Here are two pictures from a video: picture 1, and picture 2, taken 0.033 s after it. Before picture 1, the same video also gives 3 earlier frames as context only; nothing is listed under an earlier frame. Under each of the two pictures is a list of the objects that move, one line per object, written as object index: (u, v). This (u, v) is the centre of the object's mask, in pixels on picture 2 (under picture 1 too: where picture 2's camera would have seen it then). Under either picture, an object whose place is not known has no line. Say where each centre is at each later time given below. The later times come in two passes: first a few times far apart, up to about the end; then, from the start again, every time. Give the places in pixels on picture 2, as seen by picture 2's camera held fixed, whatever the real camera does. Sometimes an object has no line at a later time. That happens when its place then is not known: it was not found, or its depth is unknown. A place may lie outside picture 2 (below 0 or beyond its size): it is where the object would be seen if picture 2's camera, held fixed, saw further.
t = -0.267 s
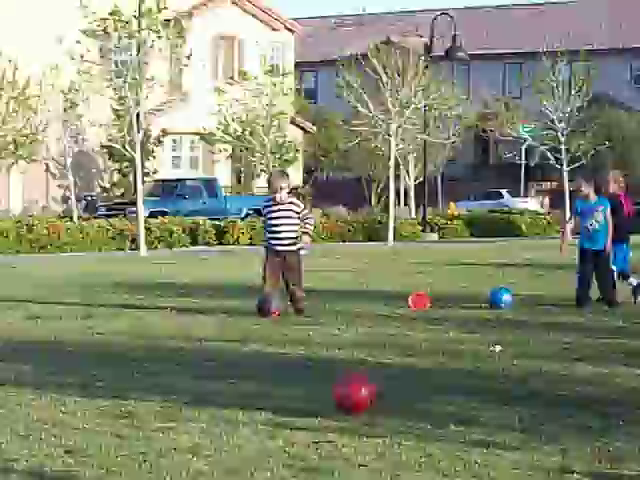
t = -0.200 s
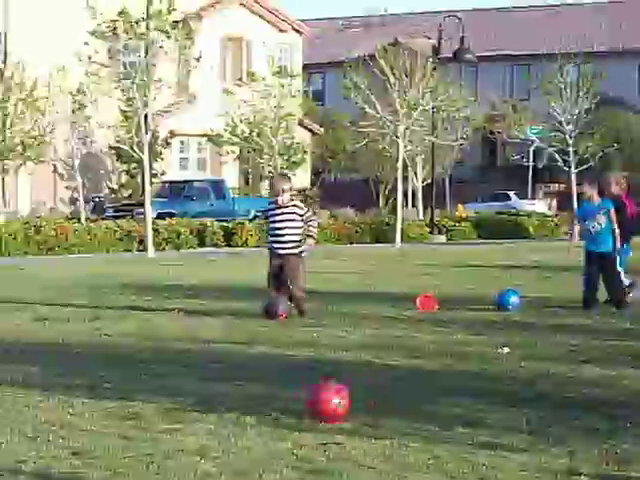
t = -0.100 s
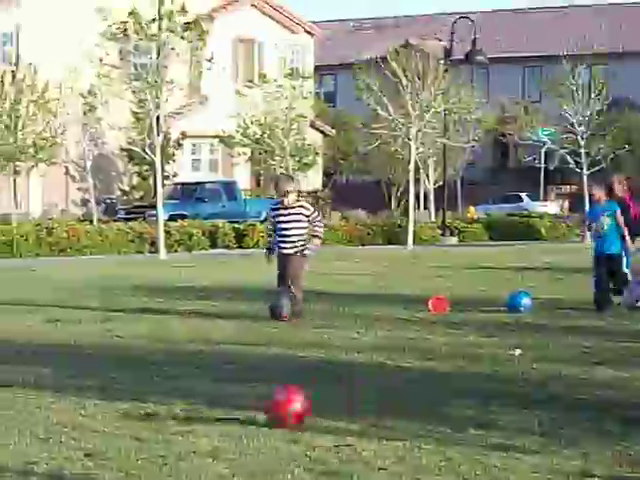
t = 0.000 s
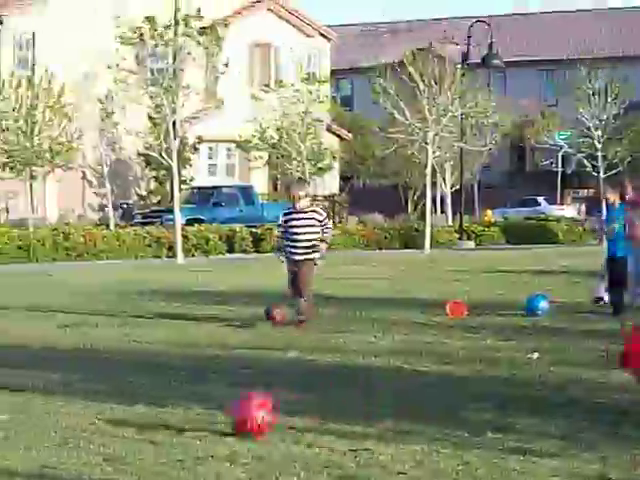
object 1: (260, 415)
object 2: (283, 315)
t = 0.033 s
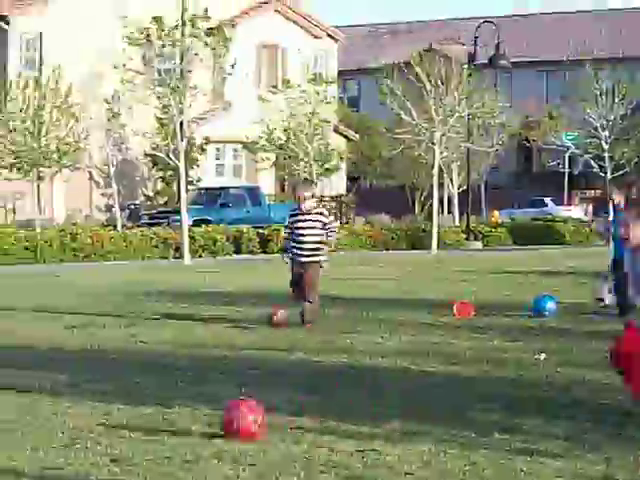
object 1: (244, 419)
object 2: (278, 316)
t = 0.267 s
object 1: (125, 427)
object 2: (247, 319)
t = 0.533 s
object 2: (216, 320)
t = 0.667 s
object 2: (201, 320)
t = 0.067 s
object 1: (226, 417)
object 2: (274, 317)
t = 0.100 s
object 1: (209, 414)
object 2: (270, 315)
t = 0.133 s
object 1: (192, 413)
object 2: (264, 314)
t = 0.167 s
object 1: (174, 415)
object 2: (259, 314)
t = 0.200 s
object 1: (158, 421)
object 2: (254, 317)
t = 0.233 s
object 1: (141, 426)
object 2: (251, 318)
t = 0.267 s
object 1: (125, 427)
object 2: (247, 319)
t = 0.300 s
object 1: (105, 426)
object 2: (241, 317)
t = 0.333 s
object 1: (89, 425)
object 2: (237, 318)
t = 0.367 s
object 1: (70, 429)
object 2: (234, 319)
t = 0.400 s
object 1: (54, 435)
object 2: (228, 319)
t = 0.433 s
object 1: (35, 437)
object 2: (224, 320)
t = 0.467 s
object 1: (18, 436)
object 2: (221, 319)
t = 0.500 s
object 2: (218, 319)
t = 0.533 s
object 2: (216, 320)
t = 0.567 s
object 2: (214, 320)
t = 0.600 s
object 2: (208, 320)
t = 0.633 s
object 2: (205, 321)
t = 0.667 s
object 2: (201, 320)
